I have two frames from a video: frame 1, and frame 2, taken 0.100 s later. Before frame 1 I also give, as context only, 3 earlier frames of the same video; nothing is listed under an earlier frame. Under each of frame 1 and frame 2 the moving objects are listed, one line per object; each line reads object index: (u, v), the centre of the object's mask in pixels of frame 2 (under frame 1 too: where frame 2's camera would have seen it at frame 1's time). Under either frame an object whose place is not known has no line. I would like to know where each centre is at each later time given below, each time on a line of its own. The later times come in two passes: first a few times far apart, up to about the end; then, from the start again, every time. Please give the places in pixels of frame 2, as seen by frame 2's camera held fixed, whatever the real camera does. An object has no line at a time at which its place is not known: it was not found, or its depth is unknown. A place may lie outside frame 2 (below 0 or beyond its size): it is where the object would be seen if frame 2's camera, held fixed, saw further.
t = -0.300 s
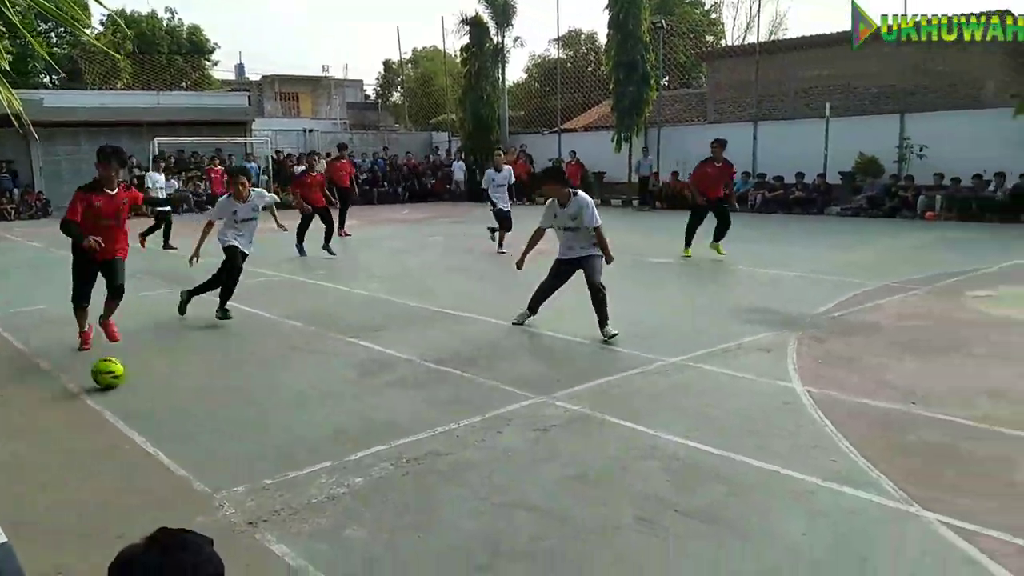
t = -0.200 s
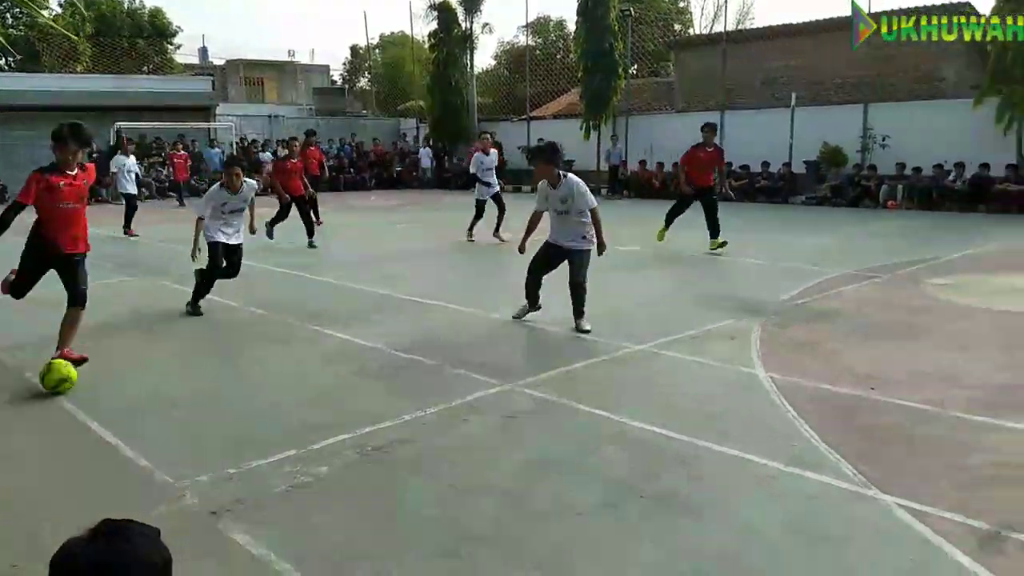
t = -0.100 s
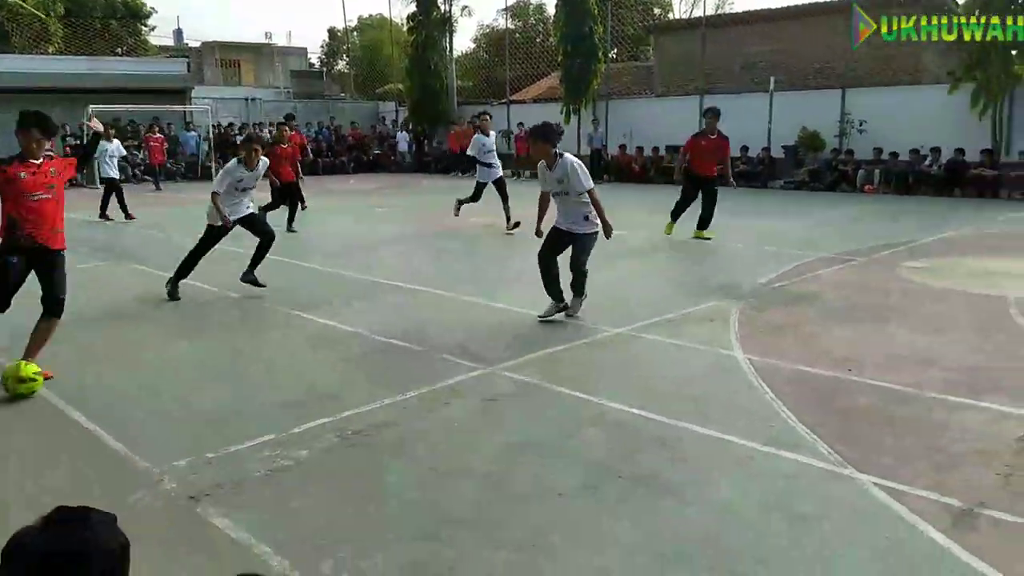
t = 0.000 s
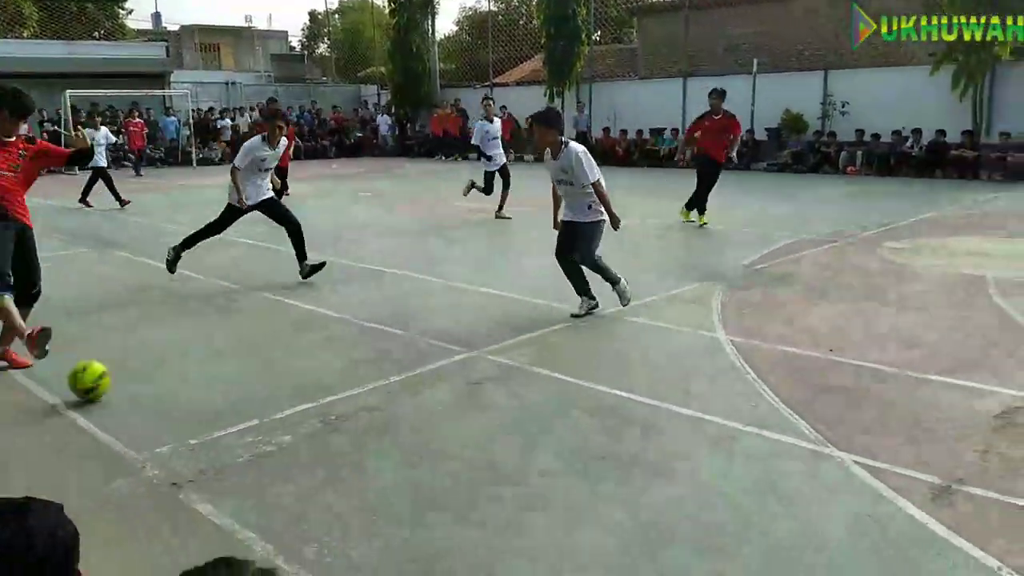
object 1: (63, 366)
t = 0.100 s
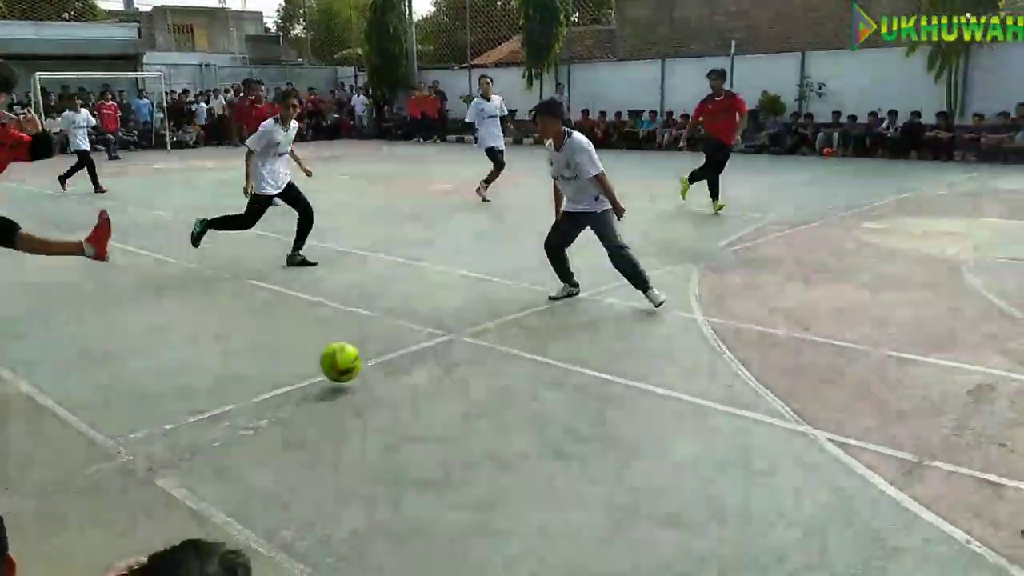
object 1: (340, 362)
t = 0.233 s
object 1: (708, 361)
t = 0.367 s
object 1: (1060, 355)
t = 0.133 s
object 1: (434, 361)
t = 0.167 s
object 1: (525, 360)
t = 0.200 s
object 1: (612, 361)
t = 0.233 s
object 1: (708, 361)
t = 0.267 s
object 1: (800, 359)
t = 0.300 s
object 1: (888, 360)
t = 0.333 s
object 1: (977, 357)
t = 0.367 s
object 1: (1060, 355)
